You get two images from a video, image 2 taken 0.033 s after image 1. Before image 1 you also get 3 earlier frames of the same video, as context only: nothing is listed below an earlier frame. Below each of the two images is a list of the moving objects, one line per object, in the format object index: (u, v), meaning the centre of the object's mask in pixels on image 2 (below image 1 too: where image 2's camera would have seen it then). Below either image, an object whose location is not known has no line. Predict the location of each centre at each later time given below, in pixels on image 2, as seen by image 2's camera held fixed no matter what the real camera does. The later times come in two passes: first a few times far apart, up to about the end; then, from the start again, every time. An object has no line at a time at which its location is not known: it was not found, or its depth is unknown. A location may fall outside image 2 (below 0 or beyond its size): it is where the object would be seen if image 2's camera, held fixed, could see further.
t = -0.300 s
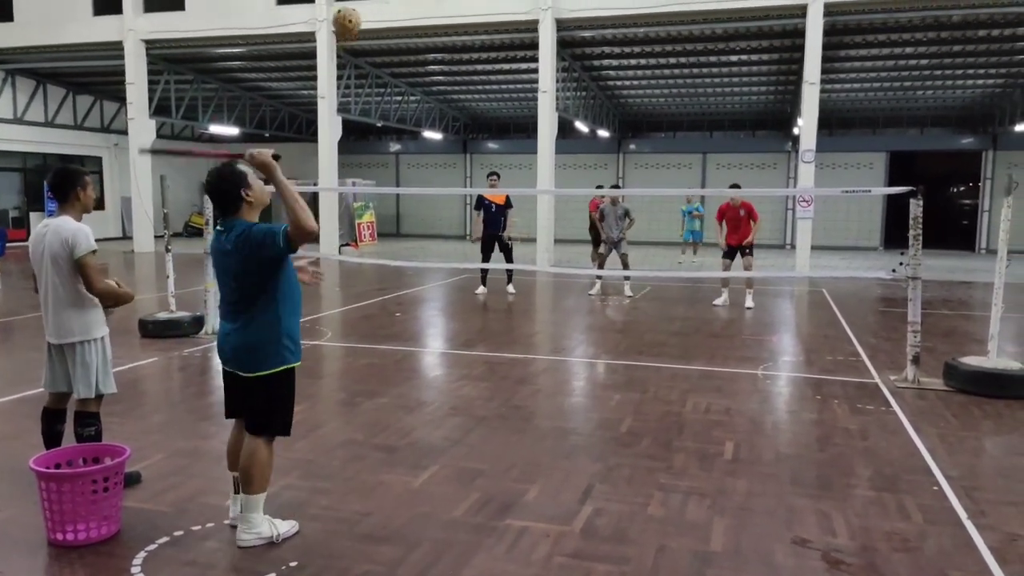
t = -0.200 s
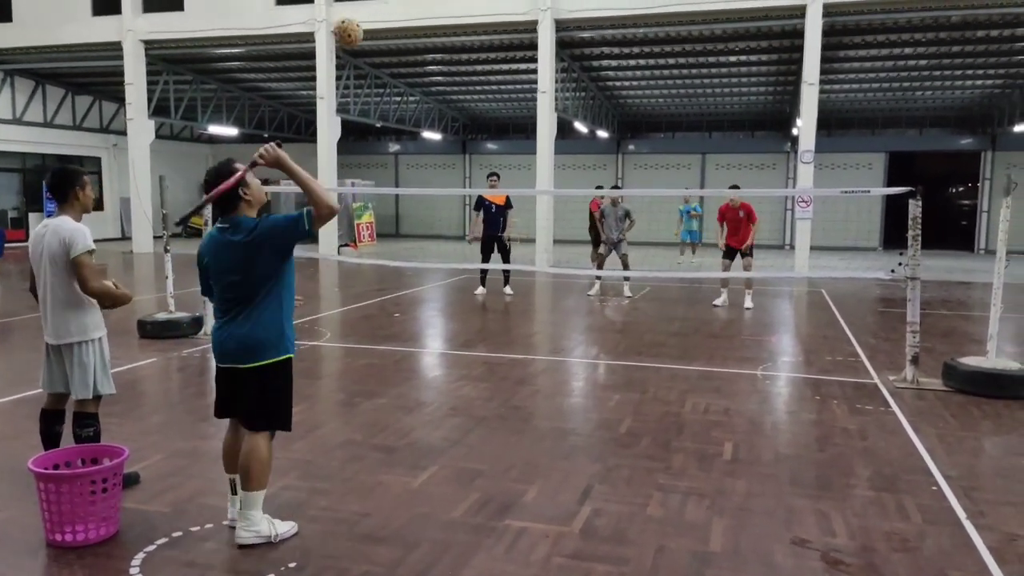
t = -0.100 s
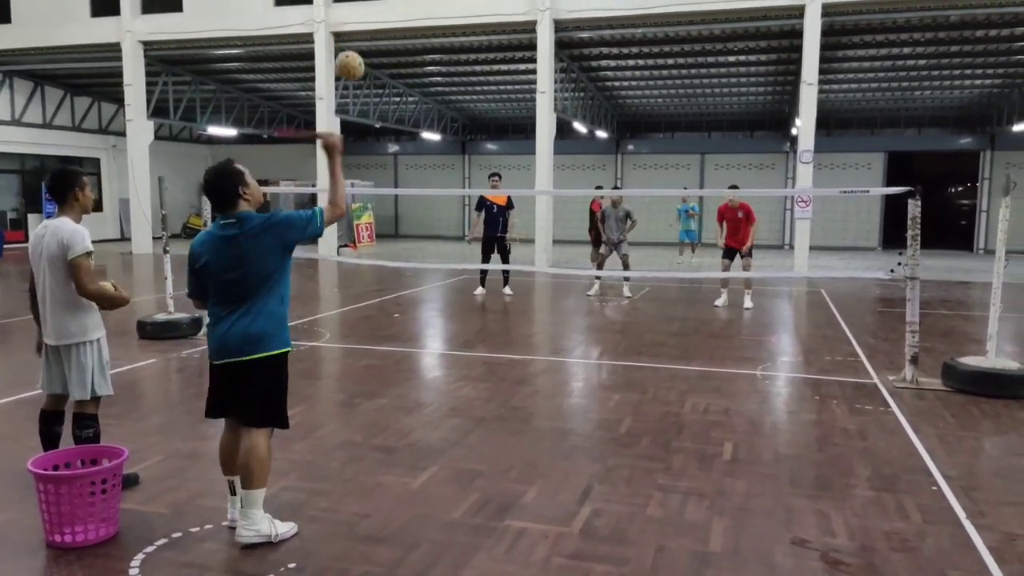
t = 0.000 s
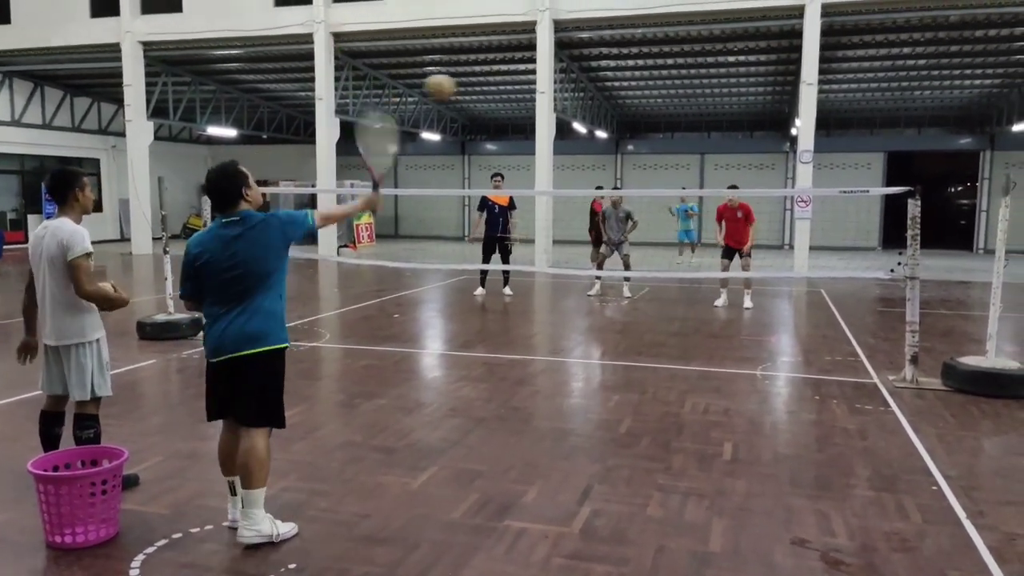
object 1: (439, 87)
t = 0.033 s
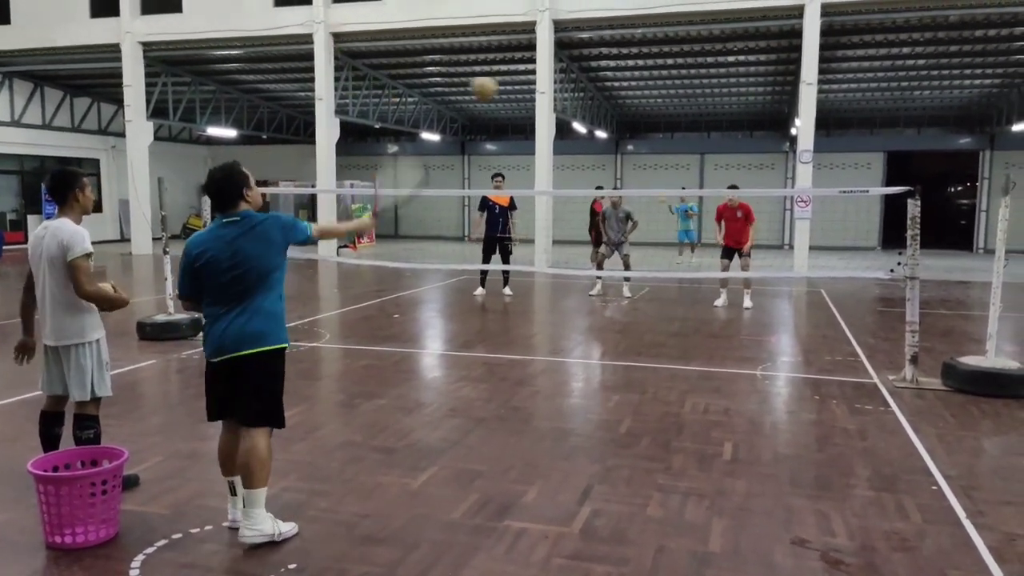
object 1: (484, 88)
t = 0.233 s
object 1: (649, 118)
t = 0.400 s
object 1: (722, 158)
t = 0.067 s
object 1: (522, 90)
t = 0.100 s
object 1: (555, 95)
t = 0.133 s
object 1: (582, 98)
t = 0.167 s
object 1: (607, 105)
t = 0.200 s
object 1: (629, 111)
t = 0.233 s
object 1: (649, 118)
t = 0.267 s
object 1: (667, 125)
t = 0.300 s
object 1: (683, 132)
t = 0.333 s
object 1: (697, 140)
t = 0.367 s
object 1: (710, 149)
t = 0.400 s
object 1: (722, 158)
